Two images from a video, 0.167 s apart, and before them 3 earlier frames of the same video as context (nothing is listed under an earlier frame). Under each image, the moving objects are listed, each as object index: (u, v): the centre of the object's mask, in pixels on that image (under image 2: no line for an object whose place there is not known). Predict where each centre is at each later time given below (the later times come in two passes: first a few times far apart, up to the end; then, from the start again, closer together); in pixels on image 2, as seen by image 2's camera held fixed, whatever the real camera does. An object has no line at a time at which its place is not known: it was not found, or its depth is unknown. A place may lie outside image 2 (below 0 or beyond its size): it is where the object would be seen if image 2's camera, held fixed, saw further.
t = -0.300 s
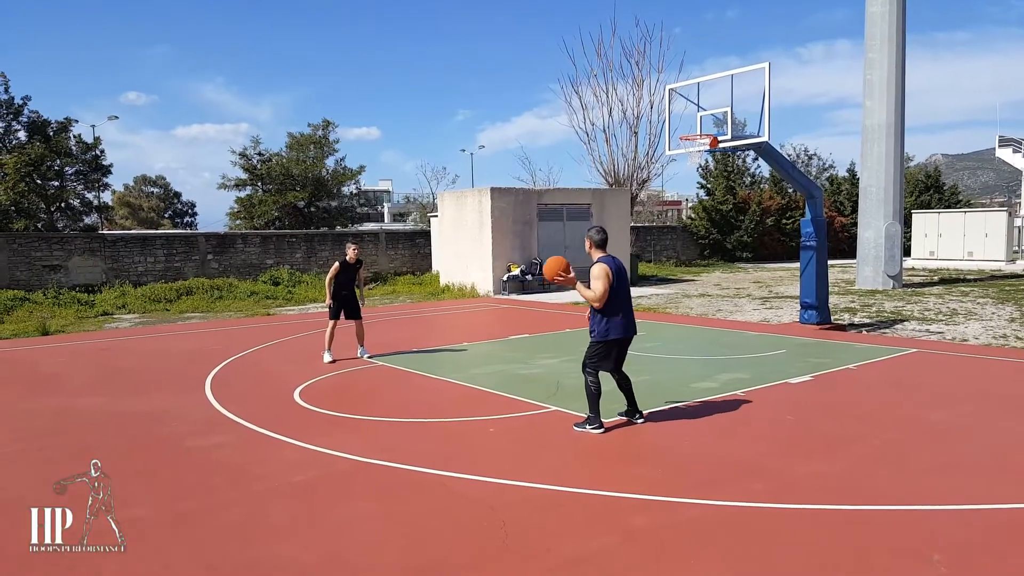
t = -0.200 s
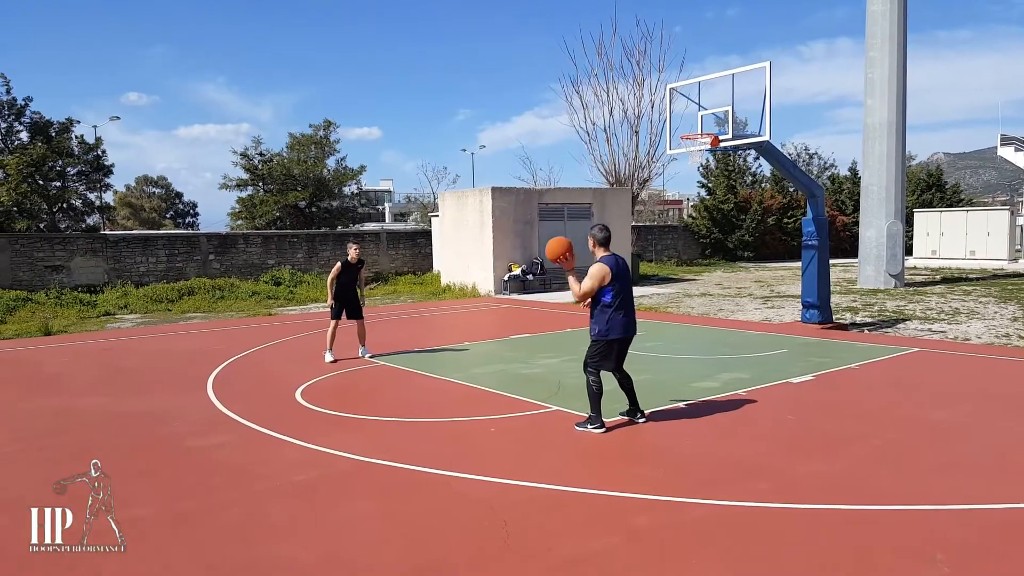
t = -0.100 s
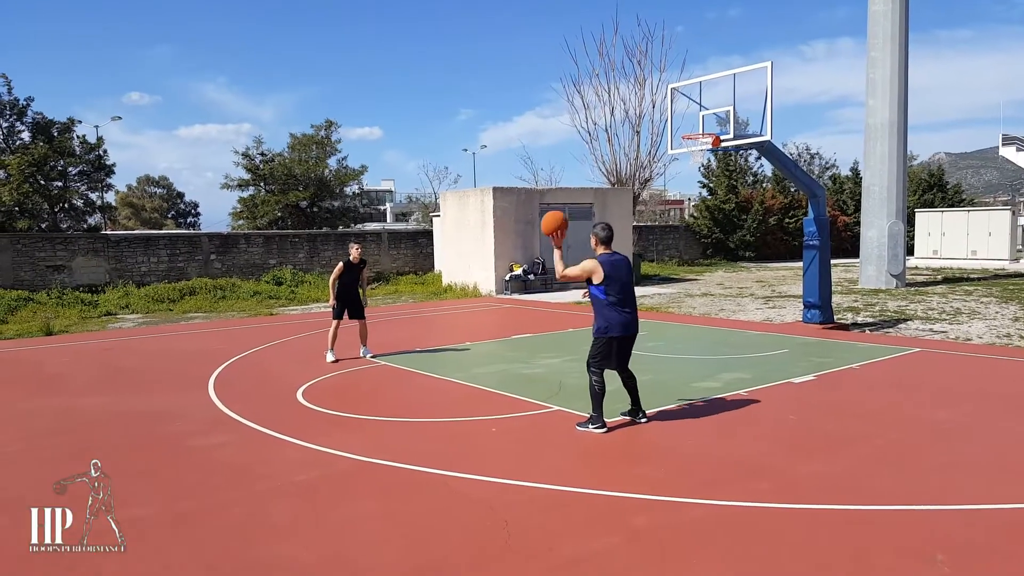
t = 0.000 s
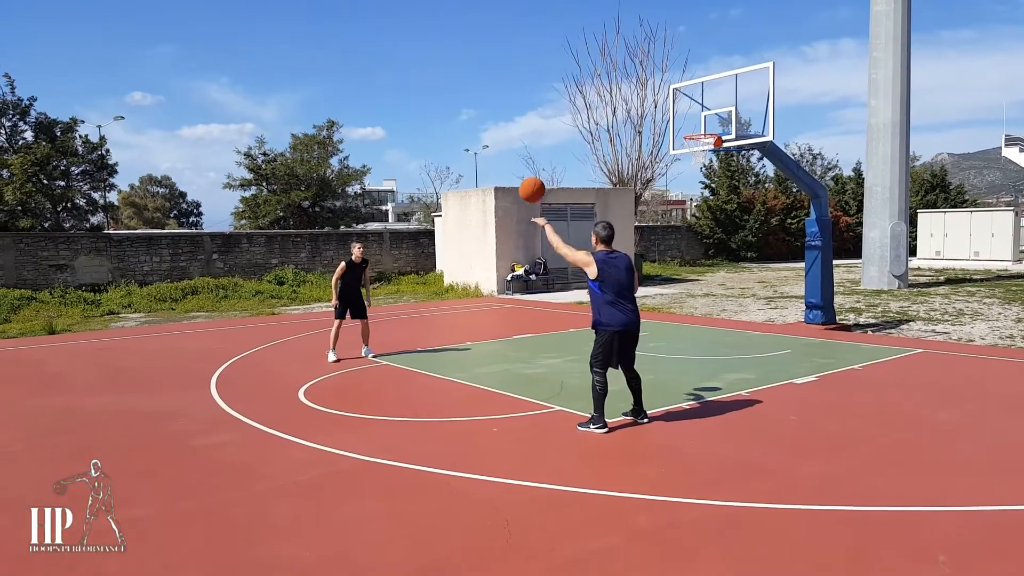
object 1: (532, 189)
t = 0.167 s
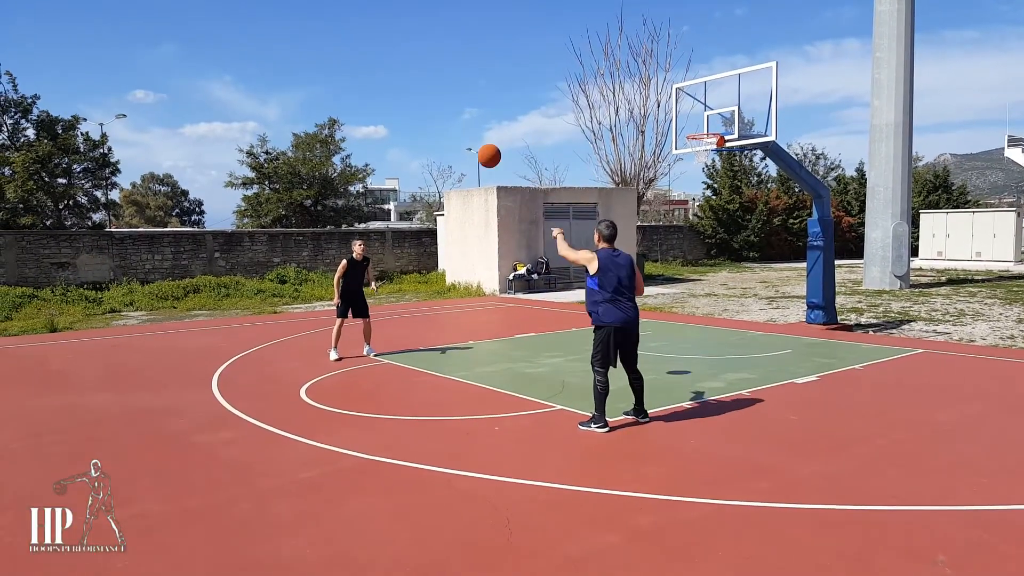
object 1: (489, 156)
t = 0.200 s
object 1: (481, 153)
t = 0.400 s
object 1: (439, 157)
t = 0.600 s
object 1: (407, 191)
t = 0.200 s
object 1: (481, 153)
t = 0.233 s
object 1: (474, 151)
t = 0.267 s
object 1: (466, 150)
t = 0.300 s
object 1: (459, 151)
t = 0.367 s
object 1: (446, 154)
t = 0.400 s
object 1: (439, 157)
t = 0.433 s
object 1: (433, 161)
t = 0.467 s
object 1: (428, 166)
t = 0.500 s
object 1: (422, 171)
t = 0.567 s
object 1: (412, 184)
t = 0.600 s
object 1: (407, 191)
